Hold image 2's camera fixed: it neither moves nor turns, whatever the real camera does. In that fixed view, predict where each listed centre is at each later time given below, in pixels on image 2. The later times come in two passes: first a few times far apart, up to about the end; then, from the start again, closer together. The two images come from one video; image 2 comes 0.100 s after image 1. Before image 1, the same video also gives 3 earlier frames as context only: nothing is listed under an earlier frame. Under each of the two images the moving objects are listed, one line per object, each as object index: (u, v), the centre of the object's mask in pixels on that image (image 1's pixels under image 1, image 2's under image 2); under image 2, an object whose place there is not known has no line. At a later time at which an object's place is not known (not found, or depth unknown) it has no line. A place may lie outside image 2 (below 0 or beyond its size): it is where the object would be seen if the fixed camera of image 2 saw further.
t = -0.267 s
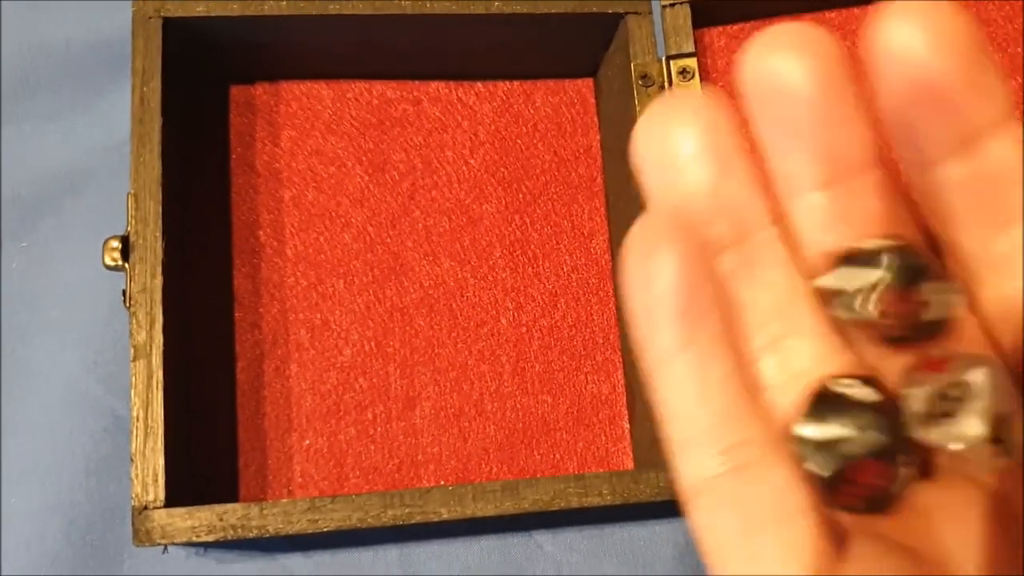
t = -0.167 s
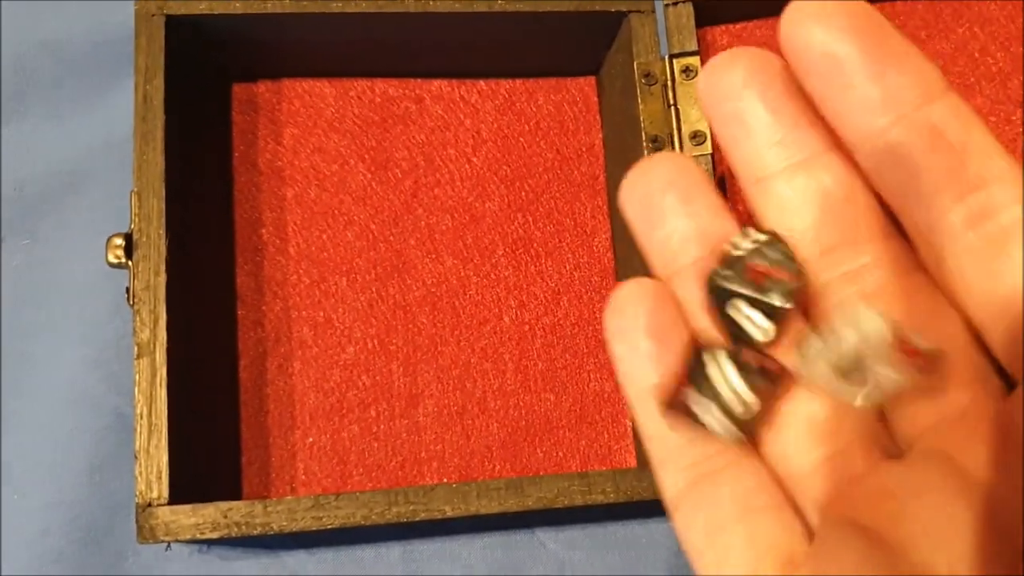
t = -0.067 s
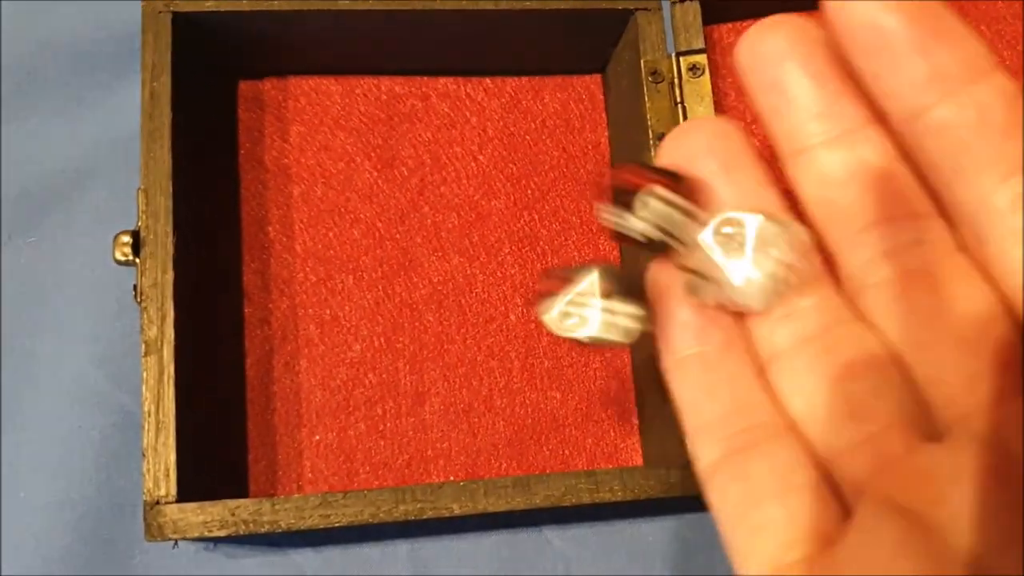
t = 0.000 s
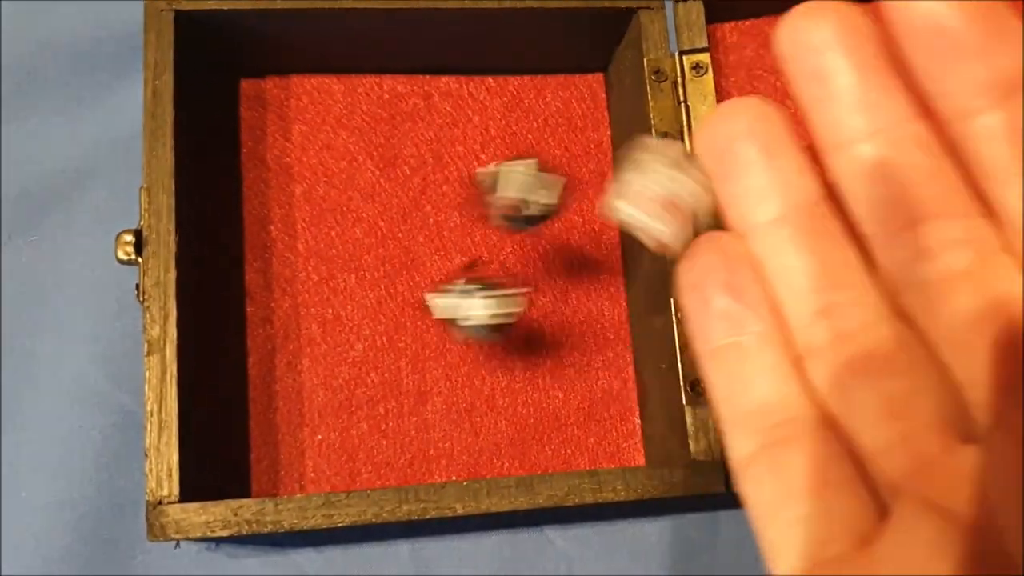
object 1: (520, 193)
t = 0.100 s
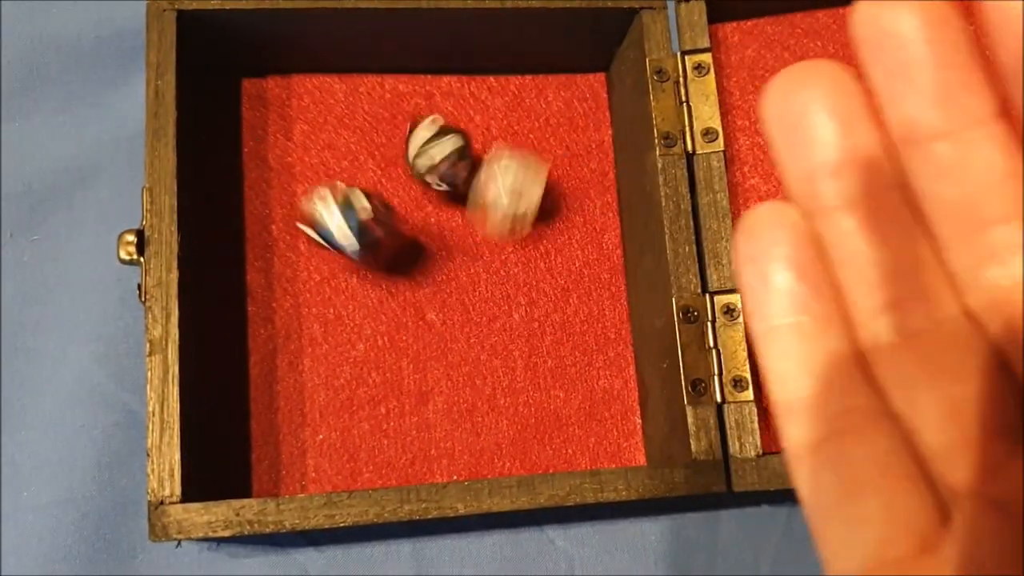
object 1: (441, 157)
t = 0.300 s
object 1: (395, 107)
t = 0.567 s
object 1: (394, 108)
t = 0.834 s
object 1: (393, 108)
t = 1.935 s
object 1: (396, 109)
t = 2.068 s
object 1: (396, 109)
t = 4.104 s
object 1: (394, 108)
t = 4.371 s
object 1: (393, 107)
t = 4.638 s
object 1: (394, 108)
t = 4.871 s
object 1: (395, 108)
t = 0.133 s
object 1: (429, 142)
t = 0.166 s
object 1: (426, 118)
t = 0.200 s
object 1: (419, 101)
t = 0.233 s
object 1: (409, 93)
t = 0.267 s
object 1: (396, 101)
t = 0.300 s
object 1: (395, 107)
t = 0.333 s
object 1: (394, 108)
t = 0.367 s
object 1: (393, 107)
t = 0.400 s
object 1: (393, 107)
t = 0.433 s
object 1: (394, 108)
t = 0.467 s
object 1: (394, 108)
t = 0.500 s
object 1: (394, 108)
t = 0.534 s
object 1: (394, 108)
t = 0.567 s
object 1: (394, 108)
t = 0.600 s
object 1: (393, 108)
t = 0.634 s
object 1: (393, 108)
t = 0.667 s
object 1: (393, 108)
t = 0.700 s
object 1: (393, 108)
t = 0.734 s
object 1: (393, 108)
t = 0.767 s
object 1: (392, 107)
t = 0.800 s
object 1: (393, 108)
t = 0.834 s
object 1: (393, 108)
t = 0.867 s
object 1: (394, 108)
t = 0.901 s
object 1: (393, 108)
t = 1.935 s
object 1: (396, 109)
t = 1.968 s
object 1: (396, 109)
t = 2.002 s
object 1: (394, 108)
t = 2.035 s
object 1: (395, 109)
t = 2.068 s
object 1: (396, 109)
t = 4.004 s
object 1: (394, 108)
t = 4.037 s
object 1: (393, 108)
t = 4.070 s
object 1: (393, 107)
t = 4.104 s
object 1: (394, 108)
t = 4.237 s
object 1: (393, 107)
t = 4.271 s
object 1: (393, 107)
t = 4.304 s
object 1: (393, 108)
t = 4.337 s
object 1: (393, 108)
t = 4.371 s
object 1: (393, 107)
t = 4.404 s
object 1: (394, 108)
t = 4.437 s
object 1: (394, 108)
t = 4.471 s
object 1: (394, 108)
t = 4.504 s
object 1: (394, 108)
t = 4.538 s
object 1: (394, 109)
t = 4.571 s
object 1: (394, 109)
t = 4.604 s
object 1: (394, 108)
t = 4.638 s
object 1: (394, 108)
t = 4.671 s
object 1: (394, 108)
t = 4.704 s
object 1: (395, 108)
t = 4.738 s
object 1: (395, 108)
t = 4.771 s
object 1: (394, 108)
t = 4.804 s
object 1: (395, 108)
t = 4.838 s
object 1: (394, 107)
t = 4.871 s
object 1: (395, 108)
